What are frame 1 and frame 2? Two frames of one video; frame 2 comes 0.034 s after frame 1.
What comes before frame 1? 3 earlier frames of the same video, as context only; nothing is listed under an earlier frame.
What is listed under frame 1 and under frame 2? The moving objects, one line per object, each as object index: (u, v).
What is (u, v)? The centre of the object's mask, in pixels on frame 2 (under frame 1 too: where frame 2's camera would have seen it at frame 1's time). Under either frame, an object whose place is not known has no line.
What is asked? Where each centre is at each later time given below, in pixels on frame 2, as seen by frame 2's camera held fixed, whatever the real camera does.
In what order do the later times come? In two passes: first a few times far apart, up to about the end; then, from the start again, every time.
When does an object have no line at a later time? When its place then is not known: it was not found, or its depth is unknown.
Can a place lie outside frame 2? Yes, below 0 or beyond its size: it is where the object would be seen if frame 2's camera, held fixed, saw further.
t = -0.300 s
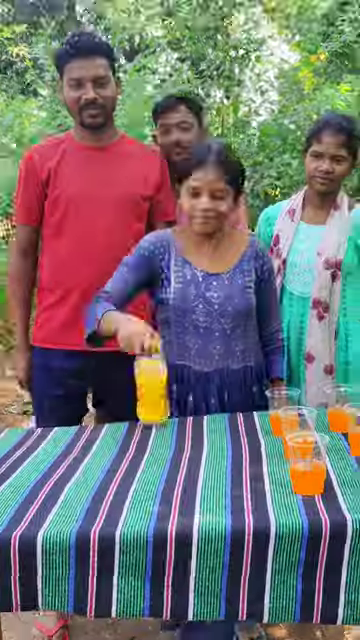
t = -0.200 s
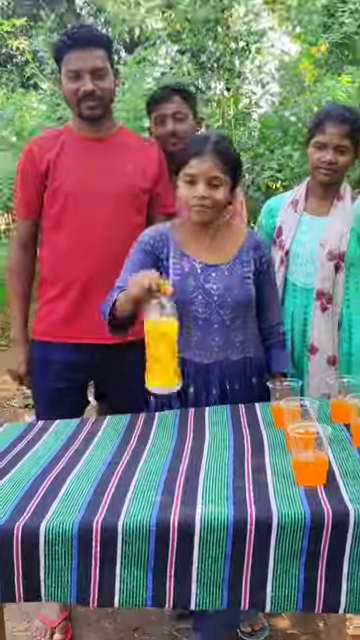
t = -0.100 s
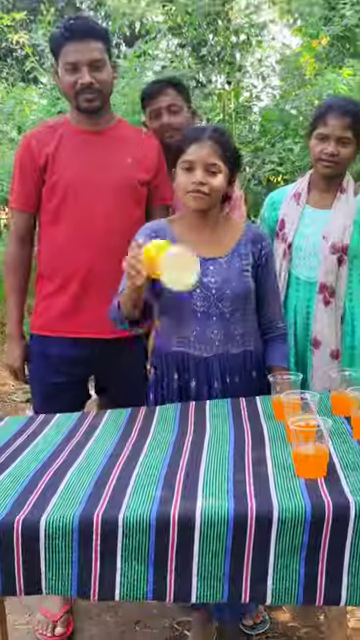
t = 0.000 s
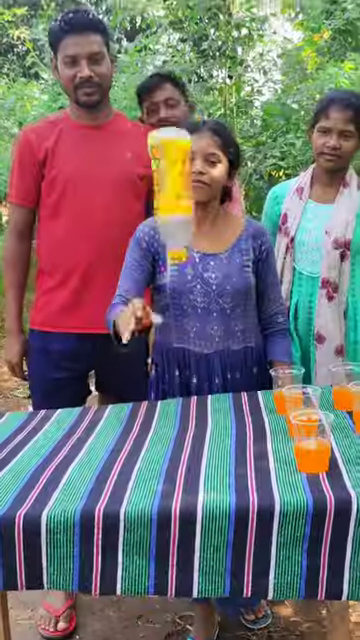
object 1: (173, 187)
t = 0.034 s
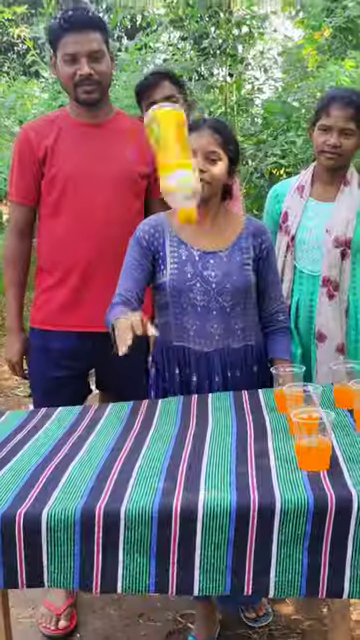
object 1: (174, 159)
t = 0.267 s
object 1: (171, 179)
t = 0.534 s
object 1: (176, 392)
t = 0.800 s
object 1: (177, 394)
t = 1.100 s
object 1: (176, 393)
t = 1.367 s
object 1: (176, 393)
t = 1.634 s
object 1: (177, 393)
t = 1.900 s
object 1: (177, 393)
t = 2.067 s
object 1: (177, 393)
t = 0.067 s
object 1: (174, 140)
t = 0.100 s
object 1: (172, 125)
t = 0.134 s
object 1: (171, 122)
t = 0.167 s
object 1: (171, 126)
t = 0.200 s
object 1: (171, 136)
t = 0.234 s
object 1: (171, 154)
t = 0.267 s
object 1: (171, 179)
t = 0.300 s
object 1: (172, 211)
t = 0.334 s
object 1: (173, 249)
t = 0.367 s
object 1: (175, 293)
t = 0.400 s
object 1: (177, 341)
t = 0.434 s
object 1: (179, 394)
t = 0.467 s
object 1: (176, 389)
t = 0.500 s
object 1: (176, 392)
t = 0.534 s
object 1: (176, 392)
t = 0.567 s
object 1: (175, 391)
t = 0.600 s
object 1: (175, 391)
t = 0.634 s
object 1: (175, 391)
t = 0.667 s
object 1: (175, 393)
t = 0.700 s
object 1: (177, 394)
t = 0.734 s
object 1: (178, 394)
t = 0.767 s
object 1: (178, 394)
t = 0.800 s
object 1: (177, 394)
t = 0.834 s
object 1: (176, 393)
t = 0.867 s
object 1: (176, 393)
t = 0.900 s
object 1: (176, 393)
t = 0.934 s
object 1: (177, 394)
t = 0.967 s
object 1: (176, 394)
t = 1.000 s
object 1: (176, 393)
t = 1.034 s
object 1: (176, 393)
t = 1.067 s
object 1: (176, 393)
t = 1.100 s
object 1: (176, 393)
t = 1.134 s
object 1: (176, 393)
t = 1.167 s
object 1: (176, 393)
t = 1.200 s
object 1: (176, 393)
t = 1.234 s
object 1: (176, 393)
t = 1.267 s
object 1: (176, 394)
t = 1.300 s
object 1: (176, 393)
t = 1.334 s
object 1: (176, 393)
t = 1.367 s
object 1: (176, 393)
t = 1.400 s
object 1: (176, 393)
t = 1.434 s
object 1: (176, 393)
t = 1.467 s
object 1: (176, 393)
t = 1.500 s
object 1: (176, 393)
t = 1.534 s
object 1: (176, 393)
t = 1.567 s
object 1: (177, 394)
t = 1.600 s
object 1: (176, 393)
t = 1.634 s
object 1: (177, 393)
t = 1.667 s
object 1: (176, 393)
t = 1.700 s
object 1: (177, 394)
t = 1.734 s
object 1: (177, 393)
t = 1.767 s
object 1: (177, 393)
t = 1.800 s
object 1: (177, 393)
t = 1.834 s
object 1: (177, 393)
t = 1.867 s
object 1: (177, 393)
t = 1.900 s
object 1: (177, 393)
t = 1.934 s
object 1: (177, 393)
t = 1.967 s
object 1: (177, 393)
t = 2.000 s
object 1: (177, 393)
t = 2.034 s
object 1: (177, 393)
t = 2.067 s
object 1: (177, 393)
